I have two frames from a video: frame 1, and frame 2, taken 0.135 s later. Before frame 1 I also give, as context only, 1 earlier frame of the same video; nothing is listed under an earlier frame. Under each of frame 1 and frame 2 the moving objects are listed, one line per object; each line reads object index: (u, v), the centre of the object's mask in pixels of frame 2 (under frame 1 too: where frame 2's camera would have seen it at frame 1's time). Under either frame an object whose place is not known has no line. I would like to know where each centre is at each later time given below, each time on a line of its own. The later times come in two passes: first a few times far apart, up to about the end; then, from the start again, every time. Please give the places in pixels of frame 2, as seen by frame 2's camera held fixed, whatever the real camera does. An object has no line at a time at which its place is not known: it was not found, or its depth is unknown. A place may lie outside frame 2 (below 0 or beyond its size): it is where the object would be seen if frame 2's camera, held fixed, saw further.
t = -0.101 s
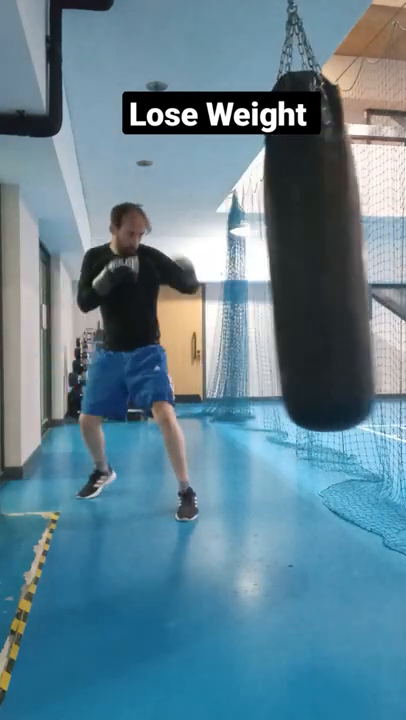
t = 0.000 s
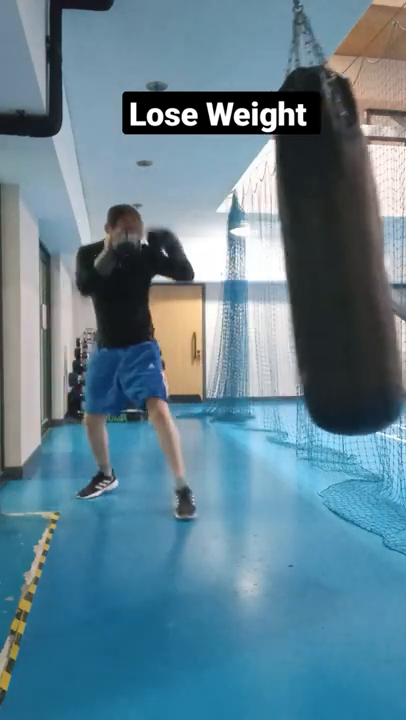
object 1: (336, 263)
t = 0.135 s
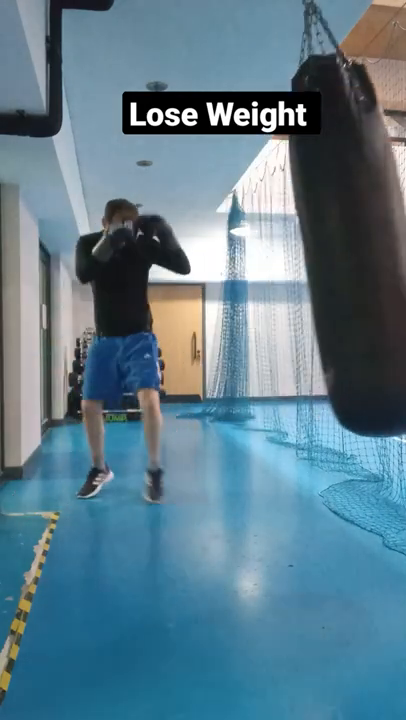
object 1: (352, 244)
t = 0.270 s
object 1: (357, 223)
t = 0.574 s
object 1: (357, 217)
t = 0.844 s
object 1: (333, 254)
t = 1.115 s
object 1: (274, 255)
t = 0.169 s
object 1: (354, 239)
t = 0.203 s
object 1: (355, 233)
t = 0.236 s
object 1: (356, 228)
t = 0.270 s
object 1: (357, 223)
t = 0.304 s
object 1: (358, 220)
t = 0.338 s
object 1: (359, 217)
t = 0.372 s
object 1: (359, 216)
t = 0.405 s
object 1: (360, 215)
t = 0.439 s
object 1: (360, 214)
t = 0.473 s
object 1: (360, 214)
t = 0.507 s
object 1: (359, 214)
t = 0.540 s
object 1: (358, 215)
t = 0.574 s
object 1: (357, 217)
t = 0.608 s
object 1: (355, 219)
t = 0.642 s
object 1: (353, 223)
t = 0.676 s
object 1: (351, 227)
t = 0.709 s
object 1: (349, 233)
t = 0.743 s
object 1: (346, 239)
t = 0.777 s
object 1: (342, 245)
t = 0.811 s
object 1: (338, 251)
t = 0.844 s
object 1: (333, 254)
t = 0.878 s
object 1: (324, 251)
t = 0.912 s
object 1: (316, 253)
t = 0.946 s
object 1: (309, 253)
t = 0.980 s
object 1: (303, 260)
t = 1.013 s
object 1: (294, 254)
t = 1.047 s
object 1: (287, 255)
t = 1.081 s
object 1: (280, 255)
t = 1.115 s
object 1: (274, 255)
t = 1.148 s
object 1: (268, 256)
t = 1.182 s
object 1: (263, 257)
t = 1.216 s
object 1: (258, 256)
